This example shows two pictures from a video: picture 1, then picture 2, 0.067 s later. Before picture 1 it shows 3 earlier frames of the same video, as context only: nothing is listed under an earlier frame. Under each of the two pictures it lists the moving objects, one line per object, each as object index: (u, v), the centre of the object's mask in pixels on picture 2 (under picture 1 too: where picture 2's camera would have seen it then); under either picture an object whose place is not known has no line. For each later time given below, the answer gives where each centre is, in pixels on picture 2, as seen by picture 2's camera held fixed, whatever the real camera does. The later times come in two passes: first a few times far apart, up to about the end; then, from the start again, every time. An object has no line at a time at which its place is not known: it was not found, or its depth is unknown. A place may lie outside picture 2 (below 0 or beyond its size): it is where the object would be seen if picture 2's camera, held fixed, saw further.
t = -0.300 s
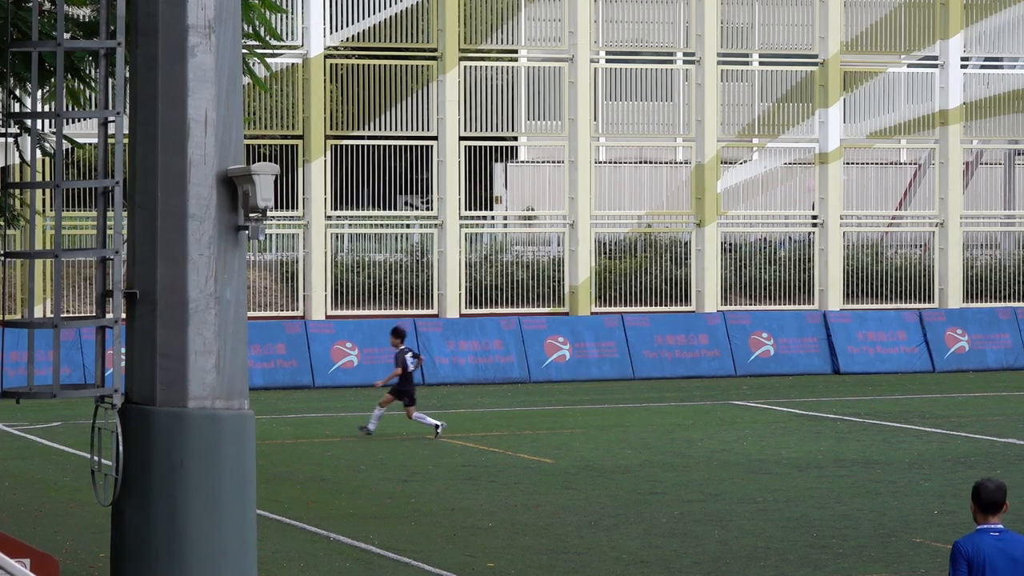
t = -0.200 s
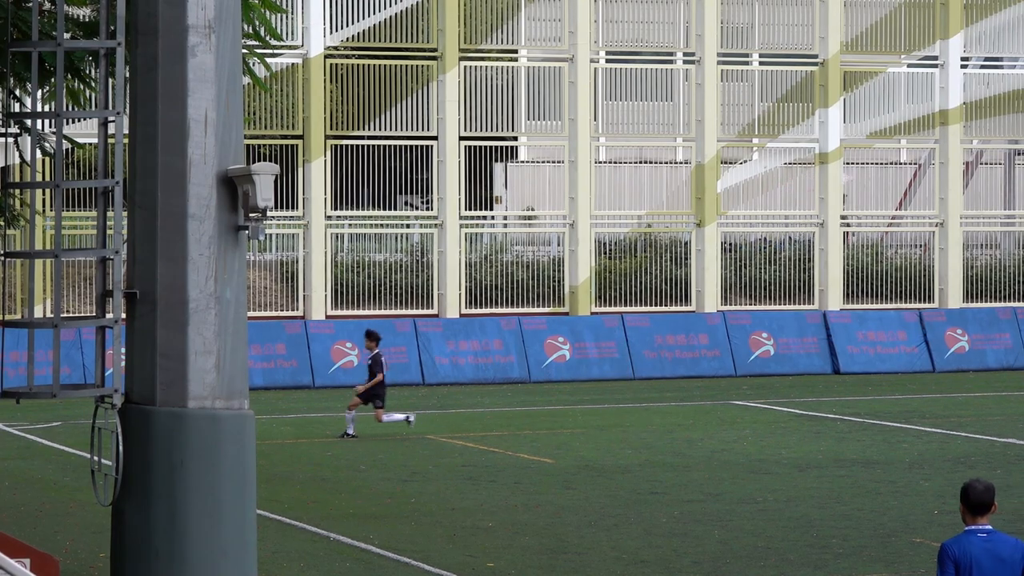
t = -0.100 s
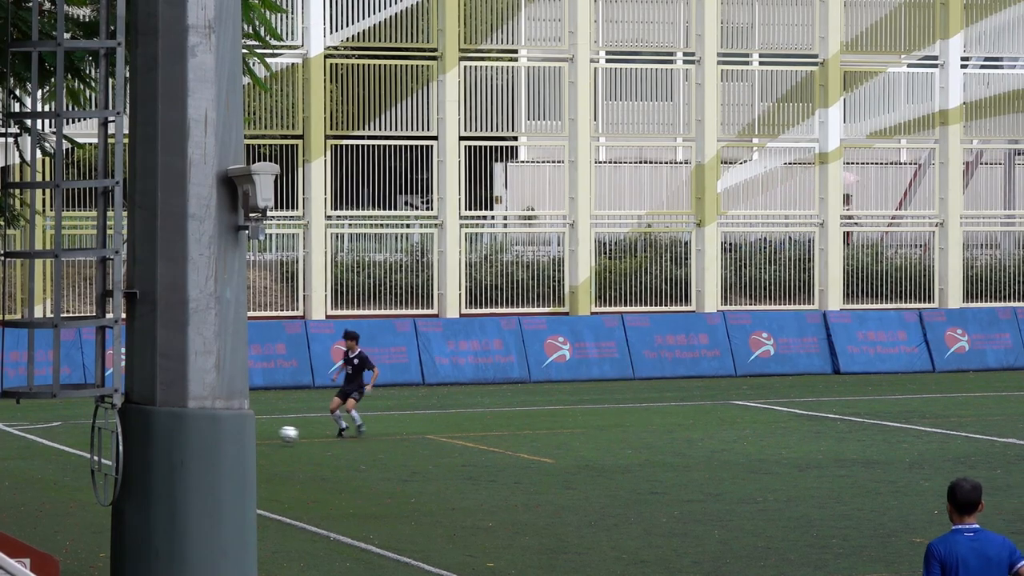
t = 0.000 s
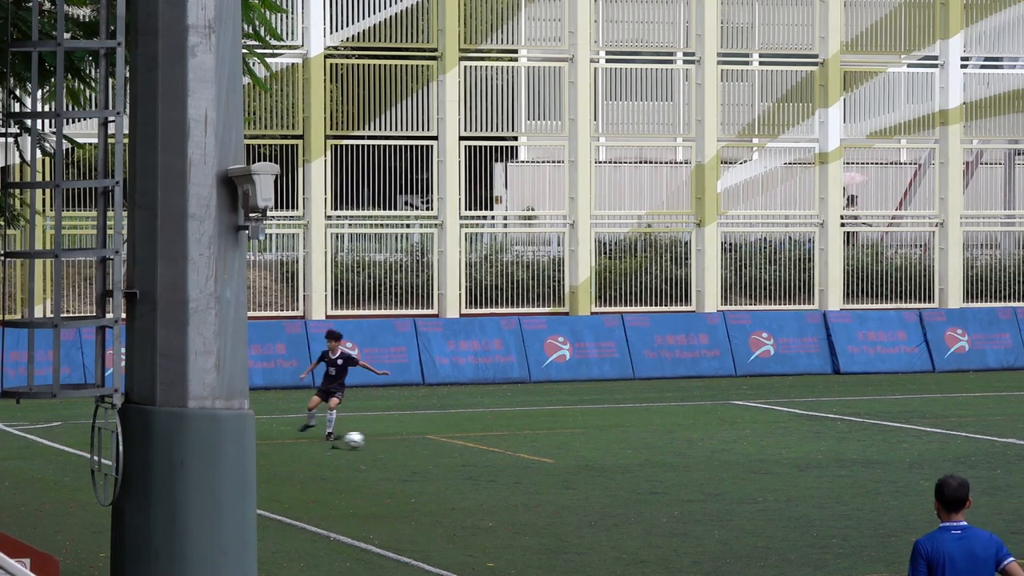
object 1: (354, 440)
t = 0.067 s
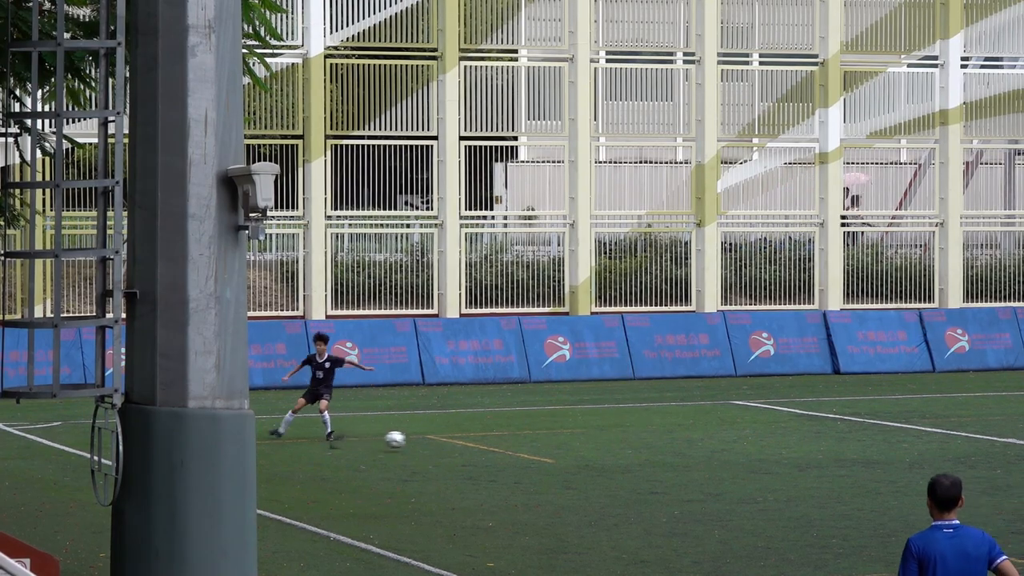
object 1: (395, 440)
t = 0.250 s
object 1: (505, 445)
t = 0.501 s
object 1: (637, 456)
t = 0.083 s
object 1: (405, 440)
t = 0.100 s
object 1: (416, 441)
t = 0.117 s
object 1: (426, 442)
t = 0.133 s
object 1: (436, 442)
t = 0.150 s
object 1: (447, 445)
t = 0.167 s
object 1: (458, 446)
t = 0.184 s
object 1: (469, 448)
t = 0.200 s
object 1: (478, 448)
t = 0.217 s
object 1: (487, 446)
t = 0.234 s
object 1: (496, 445)
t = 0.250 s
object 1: (505, 445)
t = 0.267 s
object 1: (514, 444)
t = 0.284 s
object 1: (523, 444)
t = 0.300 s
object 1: (532, 443)
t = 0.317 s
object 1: (541, 443)
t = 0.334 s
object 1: (550, 444)
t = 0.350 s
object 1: (560, 444)
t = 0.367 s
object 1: (569, 445)
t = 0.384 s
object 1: (578, 446)
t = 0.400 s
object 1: (586, 448)
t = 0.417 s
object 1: (595, 449)
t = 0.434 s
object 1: (604, 451)
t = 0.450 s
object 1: (613, 453)
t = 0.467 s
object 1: (622, 456)
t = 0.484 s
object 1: (630, 457)
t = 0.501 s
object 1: (637, 456)
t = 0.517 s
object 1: (645, 456)
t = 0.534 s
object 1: (652, 456)
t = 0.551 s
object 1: (660, 456)
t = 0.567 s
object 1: (668, 457)
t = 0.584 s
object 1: (674, 457)
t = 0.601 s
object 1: (682, 458)
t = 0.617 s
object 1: (689, 459)
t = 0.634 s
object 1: (697, 460)
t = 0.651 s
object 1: (704, 462)
